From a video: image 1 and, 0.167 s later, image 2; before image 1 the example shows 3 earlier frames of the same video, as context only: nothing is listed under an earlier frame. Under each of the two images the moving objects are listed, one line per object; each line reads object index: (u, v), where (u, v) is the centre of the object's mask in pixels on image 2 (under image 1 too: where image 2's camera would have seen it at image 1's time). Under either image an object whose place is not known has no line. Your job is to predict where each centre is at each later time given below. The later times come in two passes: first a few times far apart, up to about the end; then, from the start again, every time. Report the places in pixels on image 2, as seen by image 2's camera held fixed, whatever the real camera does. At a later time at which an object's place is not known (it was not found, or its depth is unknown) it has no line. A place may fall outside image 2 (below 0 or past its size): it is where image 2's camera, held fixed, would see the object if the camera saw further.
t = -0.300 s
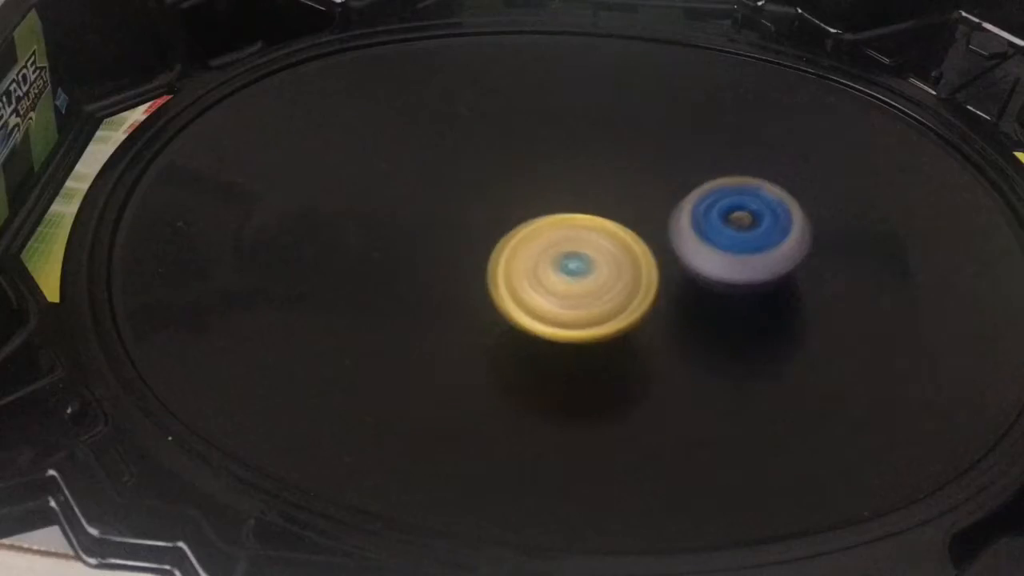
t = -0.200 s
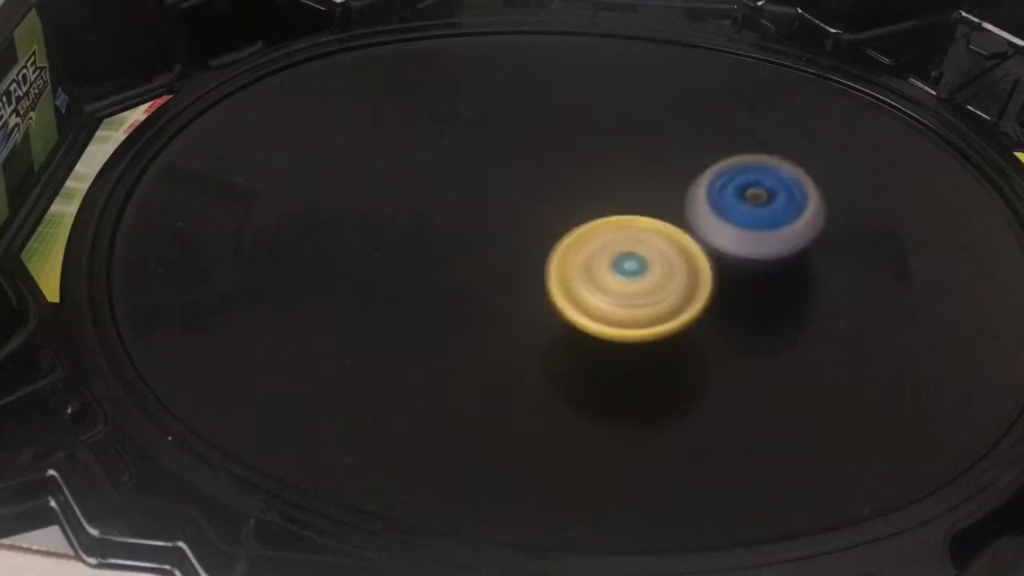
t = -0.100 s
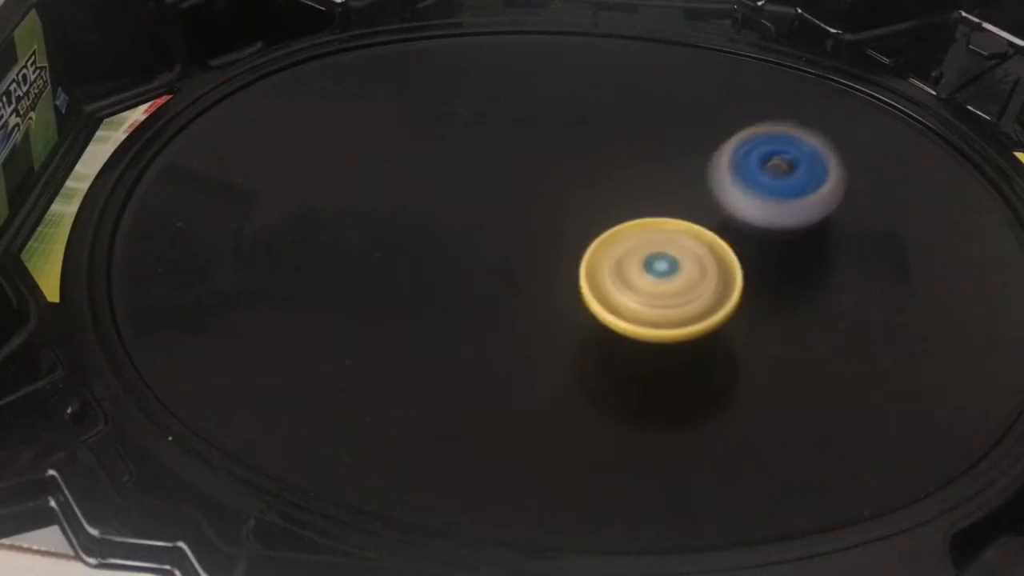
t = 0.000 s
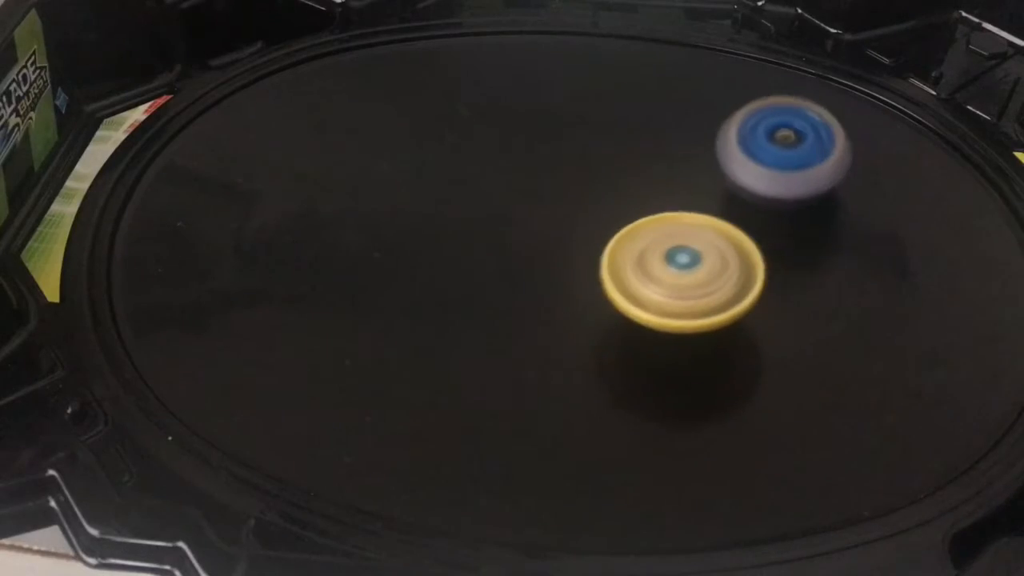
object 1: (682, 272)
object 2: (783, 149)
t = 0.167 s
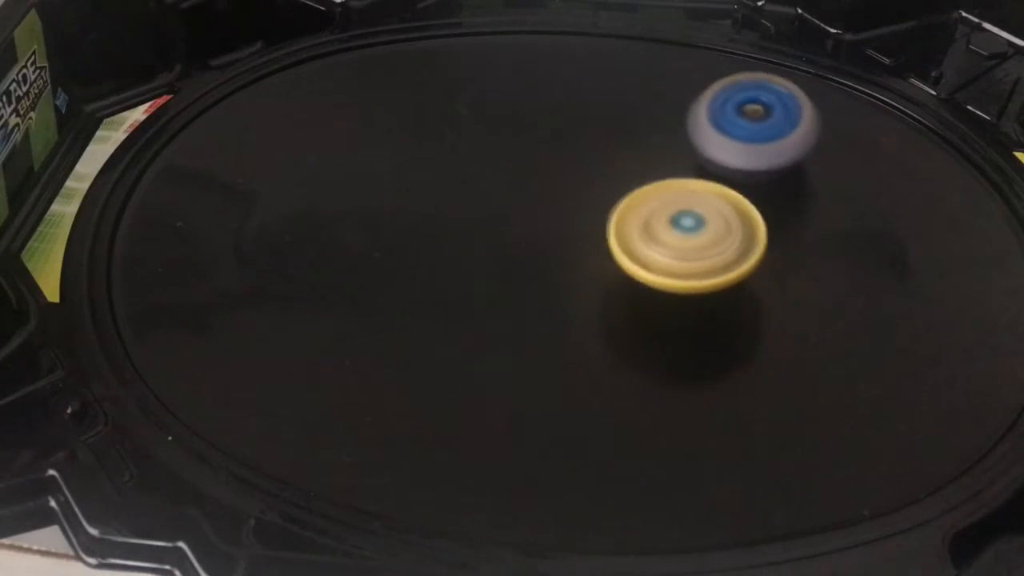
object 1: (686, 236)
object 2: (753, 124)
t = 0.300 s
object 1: (633, 218)
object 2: (704, 125)
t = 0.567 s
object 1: (529, 251)
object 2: (636, 153)
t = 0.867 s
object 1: (504, 303)
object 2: (605, 214)
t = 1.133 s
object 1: (525, 345)
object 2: (645, 249)
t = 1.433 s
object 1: (565, 322)
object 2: (685, 242)
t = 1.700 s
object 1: (502, 262)
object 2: (651, 226)
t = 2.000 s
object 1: (411, 217)
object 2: (595, 247)
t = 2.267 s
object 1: (390, 212)
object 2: (545, 263)
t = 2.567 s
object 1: (419, 205)
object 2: (539, 273)
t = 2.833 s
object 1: (484, 189)
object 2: (577, 271)
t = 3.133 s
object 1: (567, 174)
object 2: (625, 271)
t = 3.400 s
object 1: (645, 185)
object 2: (665, 290)
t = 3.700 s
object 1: (730, 225)
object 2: (662, 335)
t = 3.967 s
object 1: (756, 268)
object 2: (627, 348)
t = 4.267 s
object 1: (734, 299)
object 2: (564, 304)
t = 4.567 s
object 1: (642, 300)
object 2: (494, 218)
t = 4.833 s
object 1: (531, 284)
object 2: (452, 154)
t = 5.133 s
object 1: (438, 253)
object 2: (445, 121)
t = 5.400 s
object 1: (400, 227)
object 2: (480, 141)
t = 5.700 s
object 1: (415, 221)
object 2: (560, 198)
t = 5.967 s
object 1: (490, 211)
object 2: (656, 276)
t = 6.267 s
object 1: (580, 197)
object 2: (734, 333)
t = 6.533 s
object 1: (645, 200)
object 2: (741, 347)
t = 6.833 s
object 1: (681, 206)
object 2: (671, 325)
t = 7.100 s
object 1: (666, 195)
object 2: (582, 280)
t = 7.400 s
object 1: (632, 191)
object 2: (482, 196)
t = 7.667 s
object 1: (598, 229)
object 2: (442, 141)
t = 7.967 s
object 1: (588, 281)
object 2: (447, 121)
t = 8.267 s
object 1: (595, 289)
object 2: (493, 169)
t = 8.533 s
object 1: (631, 305)
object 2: (515, 212)
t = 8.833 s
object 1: (665, 288)
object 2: (516, 245)
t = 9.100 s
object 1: (643, 244)
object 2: (491, 261)
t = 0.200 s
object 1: (676, 229)
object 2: (743, 121)
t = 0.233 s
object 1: (663, 224)
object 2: (731, 121)
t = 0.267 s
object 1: (648, 220)
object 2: (718, 122)
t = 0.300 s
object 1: (633, 218)
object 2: (704, 125)
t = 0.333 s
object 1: (617, 218)
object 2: (691, 131)
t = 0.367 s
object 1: (599, 223)
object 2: (683, 133)
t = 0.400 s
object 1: (583, 227)
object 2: (676, 135)
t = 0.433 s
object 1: (570, 232)
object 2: (668, 136)
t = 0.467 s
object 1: (559, 237)
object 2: (659, 139)
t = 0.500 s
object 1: (548, 242)
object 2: (651, 143)
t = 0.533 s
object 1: (538, 246)
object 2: (644, 147)
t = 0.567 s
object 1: (529, 251)
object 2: (636, 153)
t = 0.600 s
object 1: (519, 255)
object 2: (629, 160)
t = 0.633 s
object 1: (511, 259)
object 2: (622, 167)
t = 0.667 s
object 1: (506, 263)
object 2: (616, 174)
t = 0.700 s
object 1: (505, 269)
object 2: (611, 183)
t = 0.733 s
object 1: (507, 274)
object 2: (607, 191)
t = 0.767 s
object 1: (507, 280)
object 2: (606, 197)
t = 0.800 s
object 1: (507, 287)
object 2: (604, 203)
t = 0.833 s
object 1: (509, 294)
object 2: (602, 209)
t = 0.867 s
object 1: (504, 303)
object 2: (605, 214)
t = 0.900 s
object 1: (502, 312)
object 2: (610, 217)
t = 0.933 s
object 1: (503, 319)
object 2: (612, 223)
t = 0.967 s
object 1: (507, 323)
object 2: (614, 230)
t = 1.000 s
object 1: (513, 326)
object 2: (618, 237)
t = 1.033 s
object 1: (520, 328)
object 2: (621, 244)
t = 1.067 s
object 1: (520, 334)
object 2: (629, 248)
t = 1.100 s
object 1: (521, 340)
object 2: (639, 249)
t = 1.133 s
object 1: (525, 345)
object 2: (645, 249)
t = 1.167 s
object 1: (532, 348)
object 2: (650, 252)
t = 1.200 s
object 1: (539, 349)
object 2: (654, 252)
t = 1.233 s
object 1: (547, 349)
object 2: (659, 253)
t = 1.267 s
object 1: (555, 348)
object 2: (663, 254)
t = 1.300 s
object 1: (564, 344)
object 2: (668, 255)
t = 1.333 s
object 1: (571, 338)
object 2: (673, 254)
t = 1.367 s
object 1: (571, 334)
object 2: (679, 251)
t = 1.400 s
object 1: (568, 328)
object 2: (683, 246)
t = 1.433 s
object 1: (565, 322)
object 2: (685, 242)
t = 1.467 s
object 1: (560, 314)
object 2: (684, 239)
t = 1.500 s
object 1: (554, 306)
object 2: (683, 236)
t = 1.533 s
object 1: (546, 299)
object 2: (681, 233)
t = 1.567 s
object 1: (538, 291)
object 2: (677, 230)
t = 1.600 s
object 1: (530, 284)
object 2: (672, 227)
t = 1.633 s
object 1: (521, 277)
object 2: (665, 226)
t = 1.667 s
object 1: (512, 269)
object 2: (658, 225)
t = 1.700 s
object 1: (502, 262)
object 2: (651, 226)
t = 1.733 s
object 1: (492, 255)
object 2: (644, 225)
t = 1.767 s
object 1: (481, 249)
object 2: (636, 225)
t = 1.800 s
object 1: (470, 242)
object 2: (628, 227)
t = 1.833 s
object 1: (460, 236)
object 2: (622, 229)
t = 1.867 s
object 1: (449, 231)
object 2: (616, 233)
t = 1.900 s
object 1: (438, 227)
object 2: (611, 237)
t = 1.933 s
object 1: (429, 223)
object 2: (606, 240)
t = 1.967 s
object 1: (420, 219)
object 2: (600, 243)
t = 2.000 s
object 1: (411, 217)
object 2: (595, 247)
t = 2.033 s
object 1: (404, 215)
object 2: (589, 249)
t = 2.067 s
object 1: (399, 213)
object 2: (584, 251)
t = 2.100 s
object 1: (395, 212)
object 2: (577, 253)
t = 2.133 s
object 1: (392, 212)
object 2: (571, 256)
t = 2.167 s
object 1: (391, 211)
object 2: (565, 258)
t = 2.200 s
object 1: (390, 211)
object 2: (558, 259)
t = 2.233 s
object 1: (389, 211)
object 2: (552, 261)
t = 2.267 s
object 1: (390, 212)
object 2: (545, 263)
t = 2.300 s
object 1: (391, 212)
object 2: (539, 262)
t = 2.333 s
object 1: (393, 212)
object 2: (533, 263)
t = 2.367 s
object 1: (396, 212)
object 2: (528, 264)
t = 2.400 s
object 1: (396, 210)
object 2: (529, 267)
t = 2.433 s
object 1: (399, 209)
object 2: (531, 269)
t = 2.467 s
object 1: (403, 208)
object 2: (532, 270)
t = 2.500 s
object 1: (408, 208)
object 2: (533, 272)
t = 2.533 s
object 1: (414, 207)
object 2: (535, 272)
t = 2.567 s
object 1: (419, 205)
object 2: (539, 273)
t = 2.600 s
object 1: (426, 204)
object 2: (544, 274)
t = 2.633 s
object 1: (434, 202)
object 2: (549, 275)
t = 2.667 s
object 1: (442, 200)
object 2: (554, 275)
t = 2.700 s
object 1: (450, 198)
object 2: (560, 275)
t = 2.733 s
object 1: (459, 197)
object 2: (565, 274)
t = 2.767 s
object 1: (467, 194)
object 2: (570, 272)
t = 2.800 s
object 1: (476, 192)
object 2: (574, 272)
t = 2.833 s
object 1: (484, 189)
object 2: (577, 271)
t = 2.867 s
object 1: (492, 187)
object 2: (580, 271)
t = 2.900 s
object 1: (501, 185)
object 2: (583, 272)
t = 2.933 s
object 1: (509, 183)
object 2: (588, 273)
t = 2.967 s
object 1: (519, 181)
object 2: (593, 273)
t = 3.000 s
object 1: (529, 180)
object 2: (599, 274)
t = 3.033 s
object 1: (539, 178)
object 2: (605, 274)
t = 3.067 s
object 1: (549, 177)
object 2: (612, 274)
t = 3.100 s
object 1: (558, 176)
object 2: (618, 272)
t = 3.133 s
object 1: (567, 174)
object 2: (625, 271)
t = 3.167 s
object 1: (575, 174)
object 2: (630, 270)
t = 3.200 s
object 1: (584, 173)
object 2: (635, 271)
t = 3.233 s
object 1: (593, 173)
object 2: (640, 275)
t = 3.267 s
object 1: (603, 175)
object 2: (646, 277)
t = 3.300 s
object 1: (612, 177)
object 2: (651, 280)
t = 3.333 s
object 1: (623, 180)
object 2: (657, 283)
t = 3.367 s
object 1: (633, 182)
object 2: (662, 286)
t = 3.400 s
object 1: (645, 185)
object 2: (665, 290)
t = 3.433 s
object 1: (656, 189)
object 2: (669, 294)
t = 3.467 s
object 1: (667, 192)
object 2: (673, 298)
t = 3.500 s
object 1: (677, 196)
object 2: (675, 301)
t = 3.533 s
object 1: (687, 201)
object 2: (676, 305)
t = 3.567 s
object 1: (698, 206)
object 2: (674, 310)
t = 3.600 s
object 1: (709, 210)
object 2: (669, 317)
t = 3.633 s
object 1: (717, 215)
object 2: (666, 322)
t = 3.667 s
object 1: (724, 220)
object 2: (663, 331)
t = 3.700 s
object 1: (730, 225)
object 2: (662, 335)
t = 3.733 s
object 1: (736, 231)
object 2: (659, 339)
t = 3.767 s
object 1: (741, 237)
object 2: (656, 343)
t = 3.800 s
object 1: (746, 243)
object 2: (652, 345)
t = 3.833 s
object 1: (749, 248)
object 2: (647, 348)
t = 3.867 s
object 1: (752, 253)
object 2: (643, 349)
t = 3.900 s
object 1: (754, 259)
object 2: (638, 350)
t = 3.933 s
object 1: (755, 263)
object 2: (633, 350)
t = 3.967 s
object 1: (756, 268)
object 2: (627, 348)
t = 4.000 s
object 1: (756, 273)
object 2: (620, 346)
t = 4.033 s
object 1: (755, 277)
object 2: (614, 343)
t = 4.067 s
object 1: (753, 281)
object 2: (607, 340)
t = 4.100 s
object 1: (750, 285)
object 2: (601, 335)
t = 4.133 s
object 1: (746, 289)
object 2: (594, 331)
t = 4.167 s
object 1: (742, 292)
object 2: (588, 325)
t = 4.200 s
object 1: (740, 295)
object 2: (579, 318)
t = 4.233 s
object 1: (738, 297)
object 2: (571, 312)
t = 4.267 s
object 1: (734, 299)
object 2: (564, 304)
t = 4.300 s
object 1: (728, 300)
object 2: (556, 296)
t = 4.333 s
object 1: (722, 301)
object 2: (548, 288)
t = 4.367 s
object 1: (715, 301)
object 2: (540, 279)
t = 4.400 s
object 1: (705, 302)
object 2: (533, 270)
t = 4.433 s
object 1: (695, 302)
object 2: (525, 261)
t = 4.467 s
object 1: (683, 302)
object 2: (518, 250)
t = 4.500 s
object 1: (671, 301)
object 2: (509, 239)
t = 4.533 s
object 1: (657, 301)
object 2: (502, 228)
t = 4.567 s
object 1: (642, 300)
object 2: (494, 218)
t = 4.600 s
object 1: (629, 299)
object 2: (487, 209)
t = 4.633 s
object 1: (614, 298)
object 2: (481, 200)
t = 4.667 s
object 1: (600, 296)
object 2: (475, 191)
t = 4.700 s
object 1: (586, 294)
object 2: (469, 182)
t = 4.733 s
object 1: (571, 292)
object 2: (464, 174)
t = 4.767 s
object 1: (558, 290)
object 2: (460, 167)
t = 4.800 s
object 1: (544, 287)
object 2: (455, 161)
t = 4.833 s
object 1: (531, 284)
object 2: (452, 154)
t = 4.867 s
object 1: (518, 281)
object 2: (449, 148)
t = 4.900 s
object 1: (506, 278)
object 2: (448, 142)
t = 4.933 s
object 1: (494, 275)
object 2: (446, 137)
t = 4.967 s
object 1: (484, 271)
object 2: (445, 133)
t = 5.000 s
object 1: (473, 268)
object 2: (444, 129)
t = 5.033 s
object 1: (463, 264)
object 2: (444, 126)
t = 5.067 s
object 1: (455, 260)
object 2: (444, 123)
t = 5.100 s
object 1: (446, 257)
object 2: (444, 122)
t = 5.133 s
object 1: (438, 253)
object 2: (445, 121)
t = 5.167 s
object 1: (431, 249)
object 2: (447, 122)
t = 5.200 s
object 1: (425, 245)
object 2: (449, 122)
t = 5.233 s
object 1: (419, 241)
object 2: (452, 124)
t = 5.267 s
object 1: (413, 237)
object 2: (456, 127)
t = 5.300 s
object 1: (410, 234)
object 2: (461, 130)
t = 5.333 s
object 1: (406, 230)
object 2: (466, 134)
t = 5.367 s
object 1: (403, 228)
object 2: (472, 137)
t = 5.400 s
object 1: (400, 227)
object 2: (480, 141)
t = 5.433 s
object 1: (398, 226)
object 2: (487, 145)
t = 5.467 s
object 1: (396, 225)
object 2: (495, 150)
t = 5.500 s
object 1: (396, 225)
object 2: (504, 156)
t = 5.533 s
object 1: (396, 224)
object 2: (513, 162)
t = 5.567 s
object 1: (398, 223)
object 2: (522, 168)
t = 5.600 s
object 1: (400, 222)
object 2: (531, 176)
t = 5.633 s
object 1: (404, 222)
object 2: (540, 182)
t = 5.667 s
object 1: (409, 221)
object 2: (550, 191)
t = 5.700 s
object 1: (415, 221)
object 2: (560, 198)
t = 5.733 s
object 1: (422, 220)
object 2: (570, 208)
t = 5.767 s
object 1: (430, 219)
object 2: (580, 216)
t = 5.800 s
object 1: (439, 218)
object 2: (593, 227)
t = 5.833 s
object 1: (448, 217)
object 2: (606, 237)
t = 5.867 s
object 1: (459, 215)
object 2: (619, 248)
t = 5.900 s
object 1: (469, 214)
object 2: (631, 259)
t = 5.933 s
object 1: (480, 213)
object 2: (644, 268)
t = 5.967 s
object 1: (490, 211)
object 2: (656, 276)
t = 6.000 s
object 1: (500, 209)
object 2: (667, 284)
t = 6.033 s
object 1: (510, 208)
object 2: (679, 292)
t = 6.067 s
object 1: (520, 206)
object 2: (689, 299)
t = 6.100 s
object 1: (530, 204)
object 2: (699, 307)
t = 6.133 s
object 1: (541, 202)
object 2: (708, 312)
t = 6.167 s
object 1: (551, 200)
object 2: (716, 318)
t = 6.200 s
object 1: (561, 199)
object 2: (723, 322)
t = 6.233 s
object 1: (570, 198)
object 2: (729, 328)
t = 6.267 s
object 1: (580, 197)
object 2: (734, 333)
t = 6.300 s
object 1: (589, 196)
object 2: (738, 337)
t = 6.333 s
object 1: (598, 196)
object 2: (742, 342)
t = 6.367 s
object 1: (607, 196)
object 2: (745, 345)
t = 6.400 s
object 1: (616, 196)
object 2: (747, 347)
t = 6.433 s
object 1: (624, 197)
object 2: (748, 349)
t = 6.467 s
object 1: (632, 197)
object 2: (747, 349)
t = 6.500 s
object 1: (639, 198)
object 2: (745, 349)
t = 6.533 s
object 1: (645, 200)
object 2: (741, 347)
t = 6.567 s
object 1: (652, 201)
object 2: (737, 346)
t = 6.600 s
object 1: (657, 202)
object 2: (730, 343)
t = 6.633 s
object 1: (662, 204)
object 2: (723, 340)
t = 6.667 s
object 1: (667, 206)
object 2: (715, 337)
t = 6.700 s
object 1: (670, 209)
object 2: (707, 332)
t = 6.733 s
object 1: (673, 212)
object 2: (698, 328)
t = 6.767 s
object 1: (676, 214)
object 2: (689, 325)
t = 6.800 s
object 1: (679, 210)
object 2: (680, 326)
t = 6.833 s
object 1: (681, 206)
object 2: (671, 325)
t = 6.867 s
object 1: (680, 205)
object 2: (663, 321)
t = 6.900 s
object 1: (679, 204)
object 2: (653, 315)
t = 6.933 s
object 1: (677, 204)
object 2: (642, 310)
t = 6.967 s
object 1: (675, 204)
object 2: (629, 305)
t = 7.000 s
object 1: (673, 202)
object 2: (616, 299)
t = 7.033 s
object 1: (670, 200)
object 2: (605, 294)
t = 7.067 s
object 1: (669, 197)
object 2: (593, 287)
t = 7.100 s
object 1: (666, 195)
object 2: (582, 280)
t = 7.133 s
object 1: (662, 193)
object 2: (571, 272)
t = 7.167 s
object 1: (659, 191)
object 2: (558, 264)
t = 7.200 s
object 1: (657, 189)
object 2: (544, 255)
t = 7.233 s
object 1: (654, 188)
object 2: (532, 246)
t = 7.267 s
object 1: (651, 187)
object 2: (521, 236)
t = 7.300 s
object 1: (647, 187)
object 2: (510, 226)
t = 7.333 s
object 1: (642, 188)
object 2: (501, 215)
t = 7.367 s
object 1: (637, 189)
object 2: (490, 205)
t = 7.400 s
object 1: (632, 191)
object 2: (482, 196)
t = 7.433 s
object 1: (627, 194)
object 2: (474, 188)
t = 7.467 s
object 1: (622, 197)
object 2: (467, 179)
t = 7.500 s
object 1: (616, 201)
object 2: (460, 171)
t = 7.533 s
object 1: (611, 206)
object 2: (455, 164)
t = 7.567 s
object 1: (605, 211)
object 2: (450, 157)
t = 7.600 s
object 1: (601, 216)
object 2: (446, 151)
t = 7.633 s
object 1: (599, 222)
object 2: (443, 146)
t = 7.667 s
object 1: (598, 229)
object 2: (442, 141)
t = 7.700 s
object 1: (597, 236)
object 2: (440, 136)
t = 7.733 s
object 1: (596, 242)
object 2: (439, 130)
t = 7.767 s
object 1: (594, 249)
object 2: (439, 126)
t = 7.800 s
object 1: (593, 255)
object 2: (439, 123)
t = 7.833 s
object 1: (591, 261)
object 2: (439, 122)
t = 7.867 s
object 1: (588, 268)
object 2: (440, 121)
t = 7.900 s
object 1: (587, 273)
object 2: (442, 119)
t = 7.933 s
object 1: (587, 277)
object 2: (444, 120)
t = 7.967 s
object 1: (588, 281)
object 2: (447, 121)
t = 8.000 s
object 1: (589, 284)
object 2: (450, 123)
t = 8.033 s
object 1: (590, 287)
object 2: (453, 126)
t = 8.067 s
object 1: (591, 289)
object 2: (458, 130)
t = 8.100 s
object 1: (593, 290)
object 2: (463, 134)
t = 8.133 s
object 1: (594, 291)
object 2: (468, 140)
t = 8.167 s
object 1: (595, 291)
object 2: (474, 146)
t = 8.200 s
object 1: (595, 291)
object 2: (479, 153)
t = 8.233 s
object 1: (595, 290)
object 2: (485, 161)
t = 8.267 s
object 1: (595, 289)
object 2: (493, 169)
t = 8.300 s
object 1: (594, 287)
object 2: (500, 178)
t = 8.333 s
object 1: (593, 284)
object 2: (507, 187)
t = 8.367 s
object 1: (596, 286)
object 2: (511, 193)
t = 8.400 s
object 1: (606, 297)
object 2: (509, 189)
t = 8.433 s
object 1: (613, 302)
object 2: (509, 191)
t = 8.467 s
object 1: (619, 304)
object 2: (510, 198)
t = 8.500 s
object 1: (625, 305)
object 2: (512, 205)
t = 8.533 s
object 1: (631, 305)
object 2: (515, 212)
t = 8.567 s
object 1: (636, 305)
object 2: (519, 217)
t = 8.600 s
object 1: (641, 304)
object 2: (524, 224)
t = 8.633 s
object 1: (645, 303)
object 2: (527, 229)
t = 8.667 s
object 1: (651, 302)
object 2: (529, 233)
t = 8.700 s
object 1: (656, 300)
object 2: (528, 235)
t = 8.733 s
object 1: (660, 298)
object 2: (527, 238)
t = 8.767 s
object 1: (663, 296)
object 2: (523, 240)
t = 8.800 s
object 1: (664, 292)
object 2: (519, 244)
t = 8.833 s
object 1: (665, 288)
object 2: (516, 245)
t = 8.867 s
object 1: (665, 283)
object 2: (512, 247)
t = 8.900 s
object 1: (663, 278)
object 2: (508, 249)
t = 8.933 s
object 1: (661, 273)
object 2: (505, 250)
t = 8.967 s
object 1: (658, 267)
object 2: (502, 252)
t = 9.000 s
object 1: (654, 261)
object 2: (499, 255)
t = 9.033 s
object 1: (649, 256)
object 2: (497, 257)
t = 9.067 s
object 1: (646, 250)
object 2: (493, 259)
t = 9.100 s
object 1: (643, 244)
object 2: (491, 261)
